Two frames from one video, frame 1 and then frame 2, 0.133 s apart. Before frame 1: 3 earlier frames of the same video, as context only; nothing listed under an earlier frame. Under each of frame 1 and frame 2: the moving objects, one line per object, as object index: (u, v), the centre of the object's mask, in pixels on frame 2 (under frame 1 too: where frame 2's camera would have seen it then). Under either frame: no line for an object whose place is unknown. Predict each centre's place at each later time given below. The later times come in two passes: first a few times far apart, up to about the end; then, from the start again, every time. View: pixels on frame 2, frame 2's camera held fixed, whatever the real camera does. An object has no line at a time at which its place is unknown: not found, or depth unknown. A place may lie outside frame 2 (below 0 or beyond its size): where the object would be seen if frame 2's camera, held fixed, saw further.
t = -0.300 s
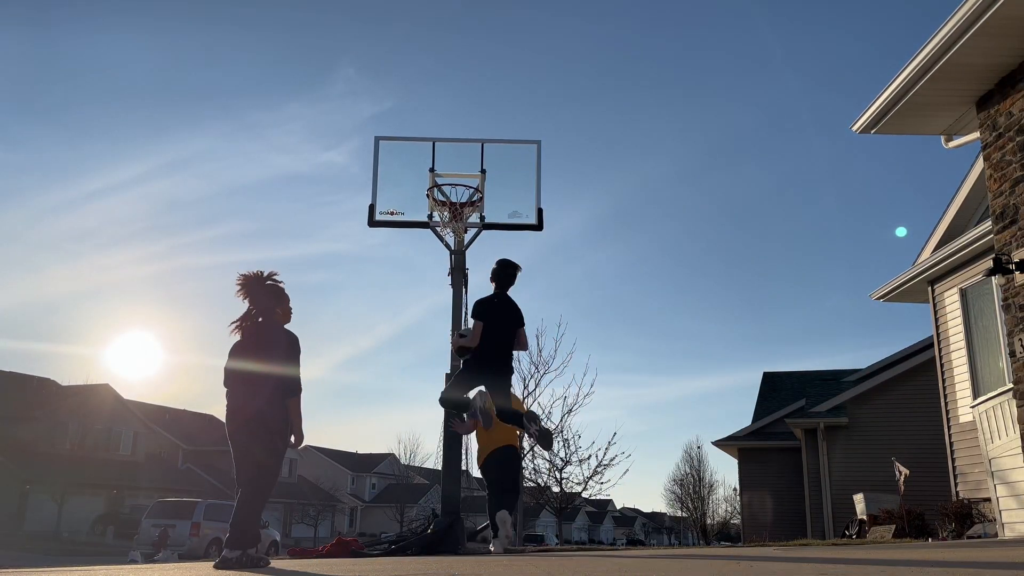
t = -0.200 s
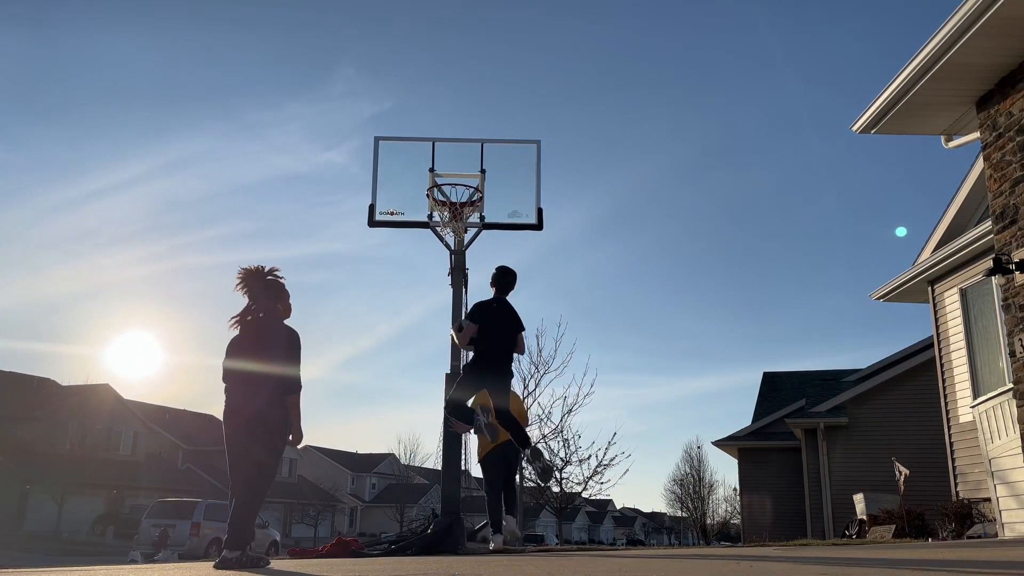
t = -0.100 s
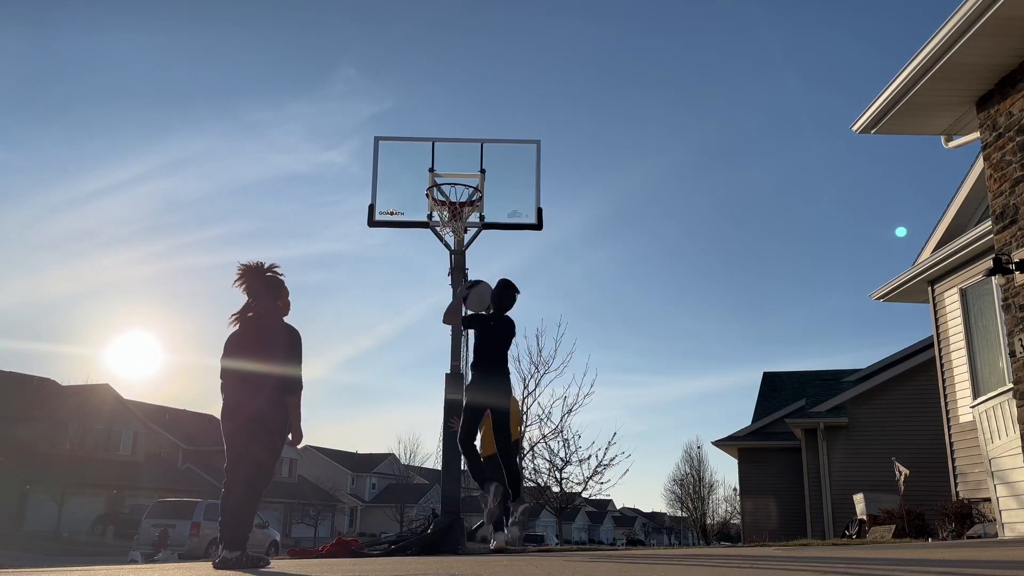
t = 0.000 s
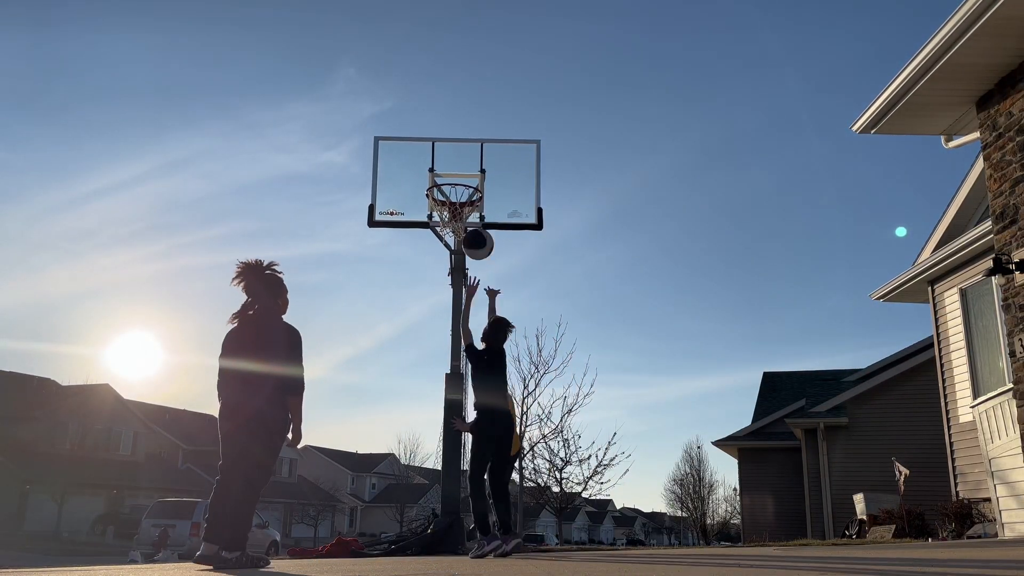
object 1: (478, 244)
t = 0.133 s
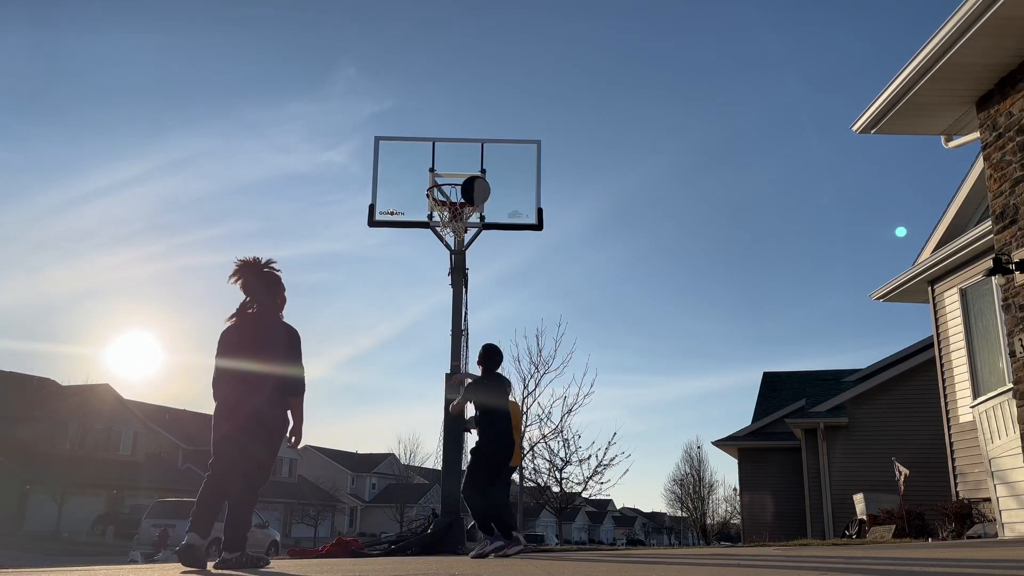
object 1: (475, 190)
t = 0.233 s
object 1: (473, 167)
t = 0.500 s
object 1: (467, 160)
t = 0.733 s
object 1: (459, 193)
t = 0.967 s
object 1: (451, 213)
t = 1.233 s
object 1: (449, 246)
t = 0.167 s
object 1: (475, 181)
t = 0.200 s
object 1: (474, 173)
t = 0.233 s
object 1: (473, 167)
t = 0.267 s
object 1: (472, 162)
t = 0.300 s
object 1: (472, 158)
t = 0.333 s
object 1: (471, 156)
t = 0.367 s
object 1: (470, 154)
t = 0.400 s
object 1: (469, 154)
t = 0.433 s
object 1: (468, 155)
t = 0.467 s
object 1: (467, 157)
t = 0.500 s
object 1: (467, 160)
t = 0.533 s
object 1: (466, 164)
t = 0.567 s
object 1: (465, 169)
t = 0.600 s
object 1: (464, 175)
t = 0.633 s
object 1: (463, 178)
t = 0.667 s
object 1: (462, 183)
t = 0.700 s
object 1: (461, 189)
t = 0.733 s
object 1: (459, 193)
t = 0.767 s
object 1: (458, 196)
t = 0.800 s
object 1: (455, 202)
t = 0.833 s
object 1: (453, 211)
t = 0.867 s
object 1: (453, 215)
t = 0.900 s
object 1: (451, 215)
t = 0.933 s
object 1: (451, 214)
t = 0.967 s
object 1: (451, 213)
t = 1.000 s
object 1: (451, 214)
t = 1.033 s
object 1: (451, 215)
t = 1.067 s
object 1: (451, 217)
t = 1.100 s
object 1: (450, 221)
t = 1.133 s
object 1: (450, 226)
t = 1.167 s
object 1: (449, 232)
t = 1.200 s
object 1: (449, 239)
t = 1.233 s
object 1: (449, 246)
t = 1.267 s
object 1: (448, 255)
